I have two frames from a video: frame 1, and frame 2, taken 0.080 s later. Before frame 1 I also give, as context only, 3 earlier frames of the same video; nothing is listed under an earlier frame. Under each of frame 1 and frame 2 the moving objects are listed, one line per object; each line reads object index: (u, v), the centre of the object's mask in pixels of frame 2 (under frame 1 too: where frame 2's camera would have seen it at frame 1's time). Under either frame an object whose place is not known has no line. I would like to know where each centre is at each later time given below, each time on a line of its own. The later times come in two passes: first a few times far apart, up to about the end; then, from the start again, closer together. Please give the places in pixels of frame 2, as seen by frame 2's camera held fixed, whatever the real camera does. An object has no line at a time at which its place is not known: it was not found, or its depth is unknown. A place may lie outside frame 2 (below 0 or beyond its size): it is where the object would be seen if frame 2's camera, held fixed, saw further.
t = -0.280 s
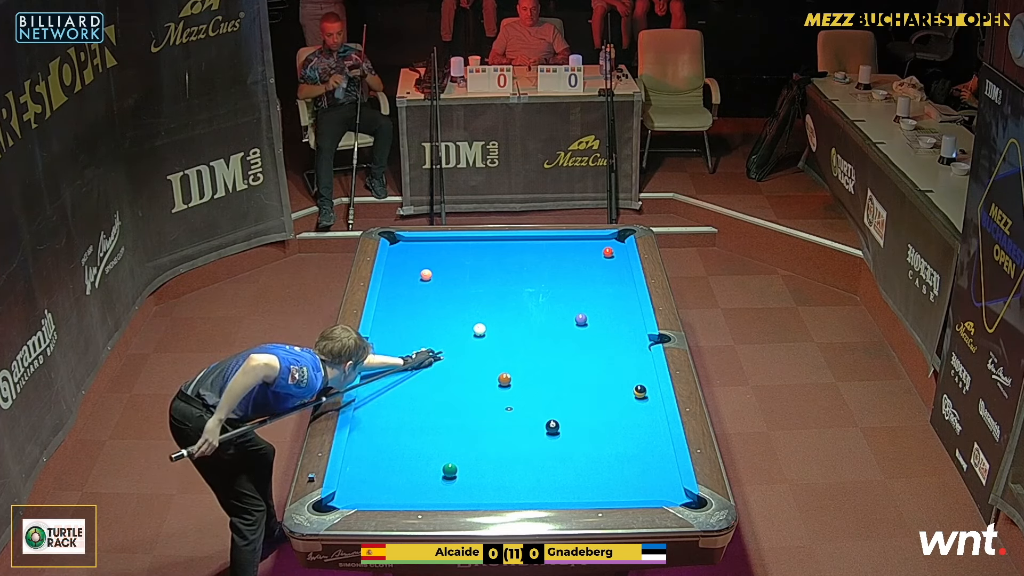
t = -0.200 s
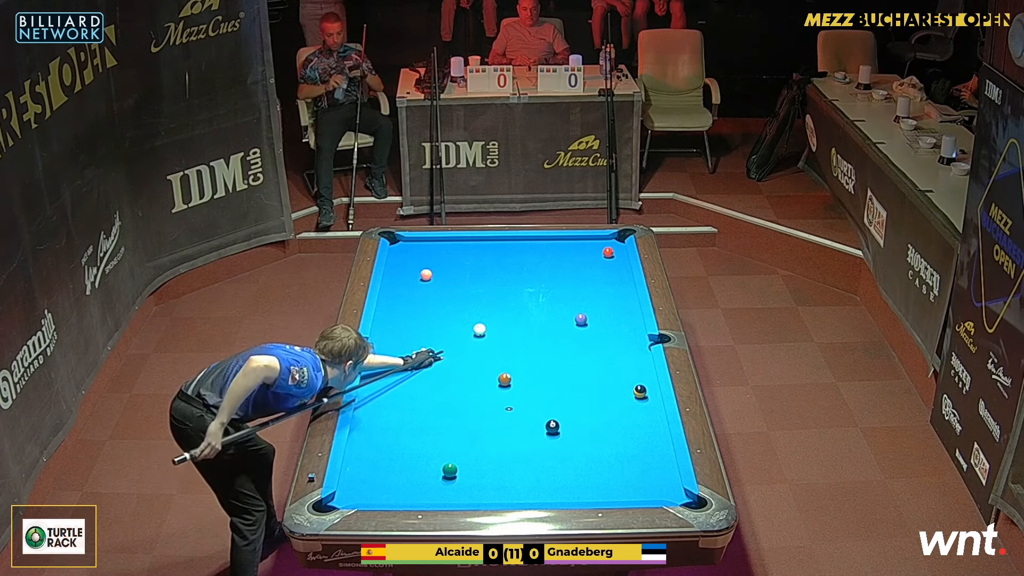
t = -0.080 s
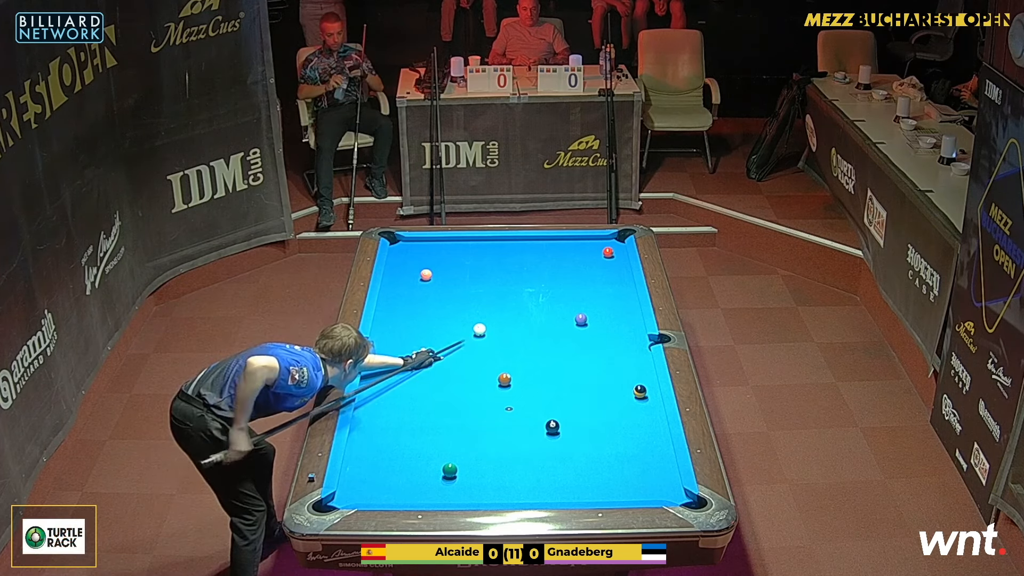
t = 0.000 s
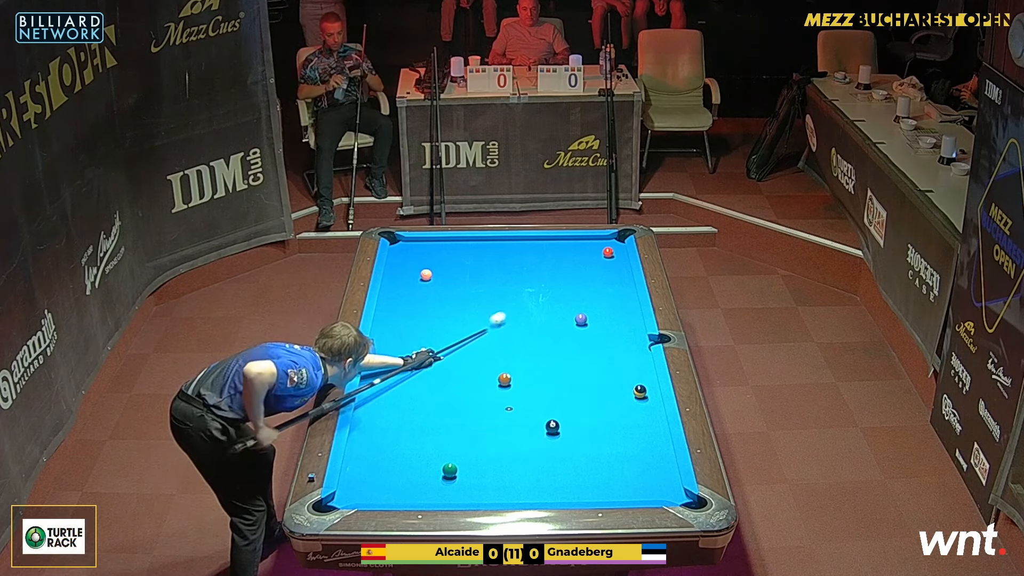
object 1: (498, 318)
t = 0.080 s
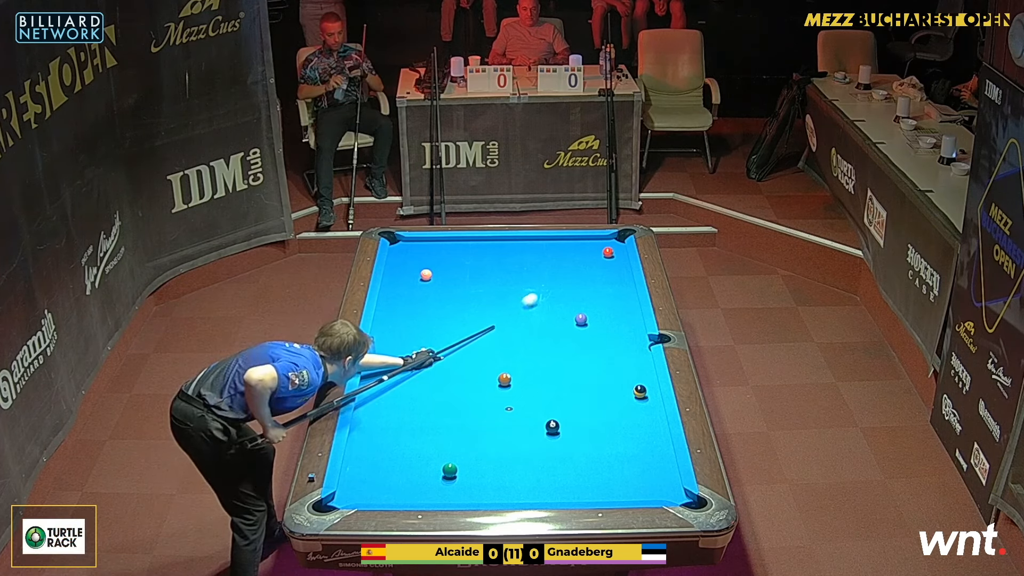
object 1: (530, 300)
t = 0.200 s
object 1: (572, 275)
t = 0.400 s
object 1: (620, 257)
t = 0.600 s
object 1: (611, 262)
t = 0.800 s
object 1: (597, 267)
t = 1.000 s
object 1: (584, 273)
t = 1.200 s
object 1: (571, 278)
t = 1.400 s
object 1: (558, 283)
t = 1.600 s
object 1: (545, 287)
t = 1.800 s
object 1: (533, 292)
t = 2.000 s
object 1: (521, 297)
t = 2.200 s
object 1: (509, 301)
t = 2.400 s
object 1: (498, 305)
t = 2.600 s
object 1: (487, 309)
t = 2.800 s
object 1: (476, 313)
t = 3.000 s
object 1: (466, 317)
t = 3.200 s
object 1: (456, 320)
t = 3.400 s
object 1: (447, 324)
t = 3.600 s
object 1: (438, 327)
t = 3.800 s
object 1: (429, 330)
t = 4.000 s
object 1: (421, 333)
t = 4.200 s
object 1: (414, 336)
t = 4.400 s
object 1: (407, 338)
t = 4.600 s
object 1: (400, 340)
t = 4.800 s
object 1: (394, 342)
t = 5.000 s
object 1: (388, 344)
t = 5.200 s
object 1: (383, 345)
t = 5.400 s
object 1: (379, 347)
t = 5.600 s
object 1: (375, 348)
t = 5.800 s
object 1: (372, 349)
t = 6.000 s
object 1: (372, 349)
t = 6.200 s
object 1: (373, 348)
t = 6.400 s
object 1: (373, 348)
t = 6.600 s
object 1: (373, 348)
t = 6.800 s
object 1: (373, 348)
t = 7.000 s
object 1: (373, 348)
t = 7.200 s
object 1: (373, 348)
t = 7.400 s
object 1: (373, 348)
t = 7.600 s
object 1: (373, 348)
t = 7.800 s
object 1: (376, 347)
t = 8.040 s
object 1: (371, 347)
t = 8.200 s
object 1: (373, 348)
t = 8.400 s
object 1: (373, 348)
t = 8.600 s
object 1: (373, 348)
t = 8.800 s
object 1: (373, 348)
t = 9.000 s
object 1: (373, 348)
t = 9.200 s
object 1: (373, 348)
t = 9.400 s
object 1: (373, 348)
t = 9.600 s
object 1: (373, 348)
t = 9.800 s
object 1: (373, 348)
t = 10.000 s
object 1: (373, 348)
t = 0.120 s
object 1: (545, 291)
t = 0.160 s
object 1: (559, 283)
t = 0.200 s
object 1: (572, 275)
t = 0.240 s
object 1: (585, 268)
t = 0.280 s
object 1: (597, 261)
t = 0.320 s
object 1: (607, 256)
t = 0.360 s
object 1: (614, 256)
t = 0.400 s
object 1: (620, 257)
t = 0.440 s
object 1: (623, 258)
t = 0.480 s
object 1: (619, 259)
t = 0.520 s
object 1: (616, 260)
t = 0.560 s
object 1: (614, 261)
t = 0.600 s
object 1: (611, 262)
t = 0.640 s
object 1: (608, 263)
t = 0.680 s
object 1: (606, 264)
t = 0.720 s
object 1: (603, 265)
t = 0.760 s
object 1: (600, 266)
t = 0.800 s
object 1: (597, 267)
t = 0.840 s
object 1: (595, 268)
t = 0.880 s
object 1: (592, 269)
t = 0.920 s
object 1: (589, 270)
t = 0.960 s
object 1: (587, 271)
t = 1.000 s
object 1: (584, 273)
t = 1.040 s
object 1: (582, 274)
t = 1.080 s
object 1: (579, 275)
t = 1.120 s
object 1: (576, 276)
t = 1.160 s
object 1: (574, 277)
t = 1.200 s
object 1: (571, 278)
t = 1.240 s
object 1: (568, 279)
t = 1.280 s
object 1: (566, 279)
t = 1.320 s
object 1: (563, 281)
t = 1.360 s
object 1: (561, 282)
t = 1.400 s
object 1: (558, 283)
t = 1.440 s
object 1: (556, 283)
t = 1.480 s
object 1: (553, 284)
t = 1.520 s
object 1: (551, 285)
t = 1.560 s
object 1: (548, 286)
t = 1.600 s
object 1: (545, 287)
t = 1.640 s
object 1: (543, 288)
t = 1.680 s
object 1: (540, 289)
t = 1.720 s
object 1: (538, 290)
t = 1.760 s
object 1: (536, 291)
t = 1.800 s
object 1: (533, 292)
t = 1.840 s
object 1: (531, 293)
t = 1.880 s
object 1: (528, 294)
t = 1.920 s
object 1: (526, 295)
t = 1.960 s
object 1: (523, 296)
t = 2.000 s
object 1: (521, 297)
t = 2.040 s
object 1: (519, 297)
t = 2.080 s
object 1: (516, 298)
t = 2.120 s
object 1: (514, 299)
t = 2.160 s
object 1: (512, 300)
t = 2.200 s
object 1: (509, 301)
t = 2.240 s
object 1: (507, 302)
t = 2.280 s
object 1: (505, 303)
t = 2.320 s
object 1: (503, 303)
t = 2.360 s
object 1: (500, 304)
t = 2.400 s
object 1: (498, 305)
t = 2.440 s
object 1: (496, 306)
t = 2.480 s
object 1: (493, 307)
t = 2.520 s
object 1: (491, 307)
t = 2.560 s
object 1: (489, 308)
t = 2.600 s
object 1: (487, 309)
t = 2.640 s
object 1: (485, 310)
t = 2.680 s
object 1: (483, 311)
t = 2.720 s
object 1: (480, 311)
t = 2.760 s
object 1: (478, 312)
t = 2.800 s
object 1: (476, 313)
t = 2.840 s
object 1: (474, 314)
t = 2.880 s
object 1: (472, 314)
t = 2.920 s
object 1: (470, 315)
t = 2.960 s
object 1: (468, 316)
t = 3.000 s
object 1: (466, 317)
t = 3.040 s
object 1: (464, 317)
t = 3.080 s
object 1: (462, 318)
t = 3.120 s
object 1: (460, 319)
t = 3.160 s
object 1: (458, 320)
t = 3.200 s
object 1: (456, 320)
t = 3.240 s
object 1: (454, 321)
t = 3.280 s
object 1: (452, 322)
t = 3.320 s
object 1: (450, 322)
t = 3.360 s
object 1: (449, 323)
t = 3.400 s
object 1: (447, 324)
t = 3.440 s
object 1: (445, 325)
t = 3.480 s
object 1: (443, 325)
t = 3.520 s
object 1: (441, 326)
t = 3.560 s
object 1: (440, 326)
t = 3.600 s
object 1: (438, 327)
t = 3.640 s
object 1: (436, 328)
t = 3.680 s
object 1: (434, 329)
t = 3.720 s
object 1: (433, 329)
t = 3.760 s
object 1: (431, 330)
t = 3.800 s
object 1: (429, 330)
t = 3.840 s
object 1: (428, 331)
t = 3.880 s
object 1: (426, 331)
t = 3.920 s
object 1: (424, 332)
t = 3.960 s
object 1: (423, 332)
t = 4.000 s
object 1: (421, 333)
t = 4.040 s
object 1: (420, 333)
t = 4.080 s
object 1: (418, 334)
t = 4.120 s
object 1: (417, 335)
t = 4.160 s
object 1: (415, 335)
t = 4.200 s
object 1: (414, 336)
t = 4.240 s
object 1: (412, 336)
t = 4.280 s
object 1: (411, 337)
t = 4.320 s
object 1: (409, 337)
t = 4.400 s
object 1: (407, 338)
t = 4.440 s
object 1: (405, 339)
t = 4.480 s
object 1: (404, 339)
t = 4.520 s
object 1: (403, 340)
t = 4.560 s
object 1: (401, 340)
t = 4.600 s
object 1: (400, 340)
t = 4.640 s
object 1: (399, 341)
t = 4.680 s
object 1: (397, 341)
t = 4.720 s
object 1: (396, 341)
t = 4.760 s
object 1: (395, 342)
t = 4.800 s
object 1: (394, 342)
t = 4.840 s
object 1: (392, 342)
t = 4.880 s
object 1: (391, 343)
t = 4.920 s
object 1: (390, 343)
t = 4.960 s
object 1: (389, 344)
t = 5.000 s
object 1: (388, 344)
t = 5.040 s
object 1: (387, 344)
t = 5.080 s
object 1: (386, 344)
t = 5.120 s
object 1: (385, 345)
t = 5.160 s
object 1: (384, 345)
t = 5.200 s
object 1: (383, 345)
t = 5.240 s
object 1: (382, 346)
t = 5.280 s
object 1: (381, 346)
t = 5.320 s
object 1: (380, 346)
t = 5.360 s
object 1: (380, 346)
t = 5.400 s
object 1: (379, 347)
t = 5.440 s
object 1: (378, 347)
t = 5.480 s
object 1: (377, 347)
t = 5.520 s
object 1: (376, 347)
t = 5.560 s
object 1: (376, 347)
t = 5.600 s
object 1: (375, 348)
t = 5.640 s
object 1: (374, 348)
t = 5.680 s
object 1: (373, 348)
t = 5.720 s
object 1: (373, 348)
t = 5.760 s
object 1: (372, 348)
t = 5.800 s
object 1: (372, 349)
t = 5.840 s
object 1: (371, 349)
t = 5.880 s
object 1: (371, 349)
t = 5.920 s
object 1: (371, 349)
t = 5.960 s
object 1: (372, 349)
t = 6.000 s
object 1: (372, 349)
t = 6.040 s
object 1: (372, 348)
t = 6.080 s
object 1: (372, 348)
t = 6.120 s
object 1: (372, 348)
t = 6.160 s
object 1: (372, 348)
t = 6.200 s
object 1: (373, 348)
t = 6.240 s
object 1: (373, 348)
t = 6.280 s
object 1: (373, 348)
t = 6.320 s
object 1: (373, 348)
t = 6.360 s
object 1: (373, 348)
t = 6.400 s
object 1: (373, 348)
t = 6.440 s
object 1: (373, 348)
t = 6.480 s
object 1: (373, 348)
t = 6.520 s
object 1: (373, 348)
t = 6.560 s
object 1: (373, 348)
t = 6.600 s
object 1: (373, 348)
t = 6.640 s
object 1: (373, 348)
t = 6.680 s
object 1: (373, 348)
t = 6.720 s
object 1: (373, 348)
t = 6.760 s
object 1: (373, 348)
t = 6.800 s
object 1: (373, 348)
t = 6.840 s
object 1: (373, 348)
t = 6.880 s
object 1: (373, 348)
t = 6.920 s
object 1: (373, 348)
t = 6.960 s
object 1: (373, 348)
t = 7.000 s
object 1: (373, 348)
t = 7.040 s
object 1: (373, 348)
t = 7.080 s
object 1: (373, 348)
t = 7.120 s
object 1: (373, 348)
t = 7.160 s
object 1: (373, 348)
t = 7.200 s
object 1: (373, 348)
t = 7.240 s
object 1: (373, 348)
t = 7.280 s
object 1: (373, 348)
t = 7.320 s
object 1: (373, 348)
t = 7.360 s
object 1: (373, 348)
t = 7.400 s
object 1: (373, 348)
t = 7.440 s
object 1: (373, 348)
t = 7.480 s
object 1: (373, 348)
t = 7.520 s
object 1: (373, 348)
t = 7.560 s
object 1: (373, 348)
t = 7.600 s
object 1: (373, 348)
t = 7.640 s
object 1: (373, 348)
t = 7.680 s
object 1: (373, 348)
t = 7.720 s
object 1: (373, 348)
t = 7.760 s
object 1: (373, 348)
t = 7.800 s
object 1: (376, 347)
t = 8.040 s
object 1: (371, 347)
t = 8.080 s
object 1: (373, 348)
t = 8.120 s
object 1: (373, 348)
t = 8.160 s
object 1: (373, 348)
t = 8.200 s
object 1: (373, 348)
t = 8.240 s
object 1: (373, 348)
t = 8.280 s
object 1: (373, 348)
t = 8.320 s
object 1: (373, 348)
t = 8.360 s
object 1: (373, 348)
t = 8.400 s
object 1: (373, 348)
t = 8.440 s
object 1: (373, 348)
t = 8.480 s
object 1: (373, 348)
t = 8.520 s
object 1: (373, 348)
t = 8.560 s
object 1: (373, 348)
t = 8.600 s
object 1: (373, 348)
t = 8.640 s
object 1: (373, 348)
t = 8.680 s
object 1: (373, 348)
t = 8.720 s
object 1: (373, 348)
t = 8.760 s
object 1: (373, 348)
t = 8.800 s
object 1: (373, 348)
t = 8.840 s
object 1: (373, 348)
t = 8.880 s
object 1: (373, 348)
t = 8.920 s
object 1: (373, 348)
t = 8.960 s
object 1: (373, 348)
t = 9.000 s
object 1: (373, 348)
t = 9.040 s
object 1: (373, 348)
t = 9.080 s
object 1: (373, 348)
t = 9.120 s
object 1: (373, 348)
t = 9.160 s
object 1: (373, 348)
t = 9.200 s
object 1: (373, 348)
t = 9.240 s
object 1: (373, 348)
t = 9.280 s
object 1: (373, 348)
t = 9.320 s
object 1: (373, 348)
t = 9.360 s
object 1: (373, 348)
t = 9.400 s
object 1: (373, 348)
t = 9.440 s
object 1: (373, 348)
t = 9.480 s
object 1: (373, 348)
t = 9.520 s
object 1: (373, 348)
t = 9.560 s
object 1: (373, 348)
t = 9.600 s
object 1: (373, 348)
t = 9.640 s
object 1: (373, 348)
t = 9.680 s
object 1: (373, 348)
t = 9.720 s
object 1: (373, 348)
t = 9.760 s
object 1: (373, 348)
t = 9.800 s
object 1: (373, 348)
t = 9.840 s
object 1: (373, 348)
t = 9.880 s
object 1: (373, 348)
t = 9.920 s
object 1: (373, 348)
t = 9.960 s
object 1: (373, 348)
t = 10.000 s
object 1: (373, 348)
